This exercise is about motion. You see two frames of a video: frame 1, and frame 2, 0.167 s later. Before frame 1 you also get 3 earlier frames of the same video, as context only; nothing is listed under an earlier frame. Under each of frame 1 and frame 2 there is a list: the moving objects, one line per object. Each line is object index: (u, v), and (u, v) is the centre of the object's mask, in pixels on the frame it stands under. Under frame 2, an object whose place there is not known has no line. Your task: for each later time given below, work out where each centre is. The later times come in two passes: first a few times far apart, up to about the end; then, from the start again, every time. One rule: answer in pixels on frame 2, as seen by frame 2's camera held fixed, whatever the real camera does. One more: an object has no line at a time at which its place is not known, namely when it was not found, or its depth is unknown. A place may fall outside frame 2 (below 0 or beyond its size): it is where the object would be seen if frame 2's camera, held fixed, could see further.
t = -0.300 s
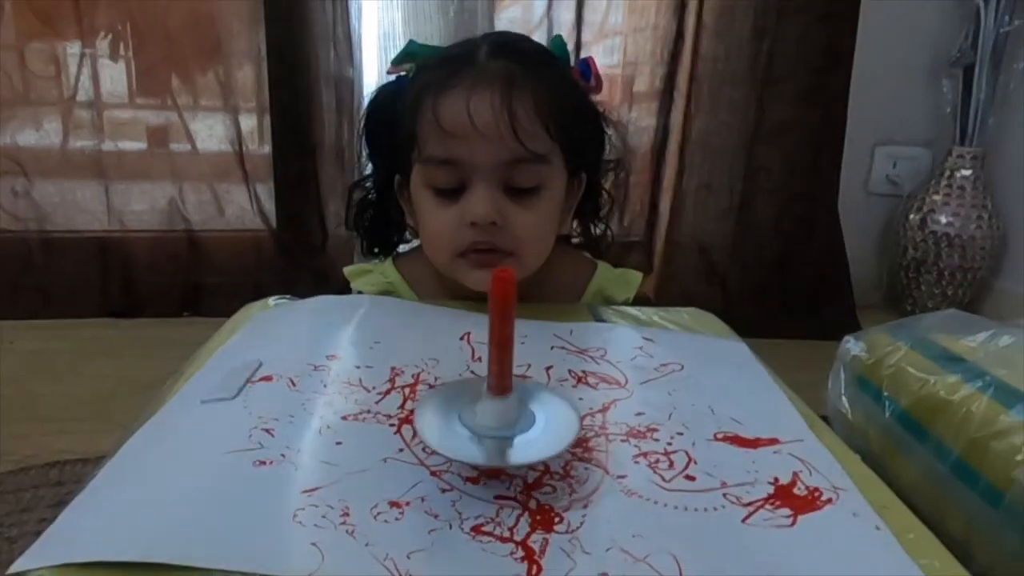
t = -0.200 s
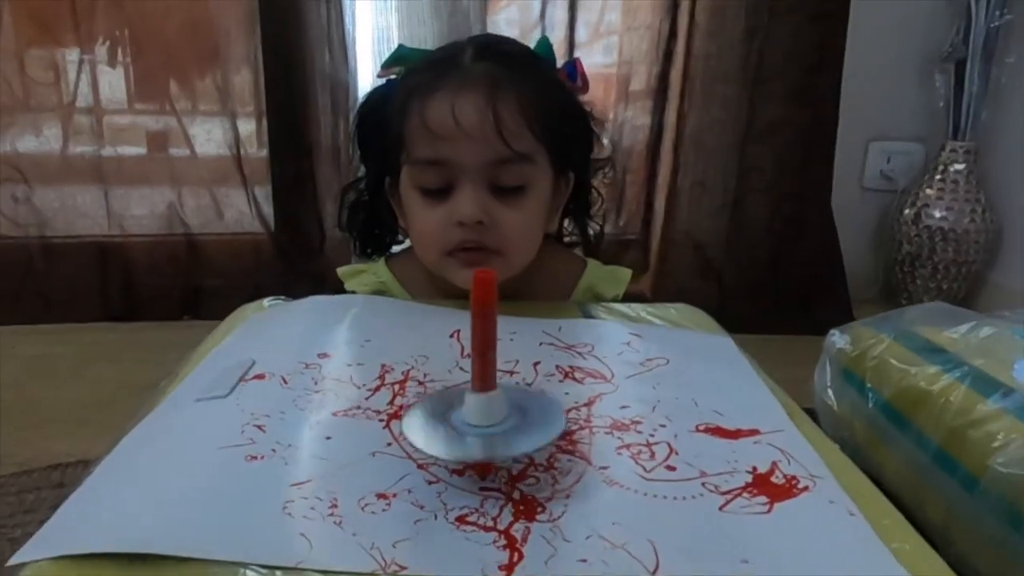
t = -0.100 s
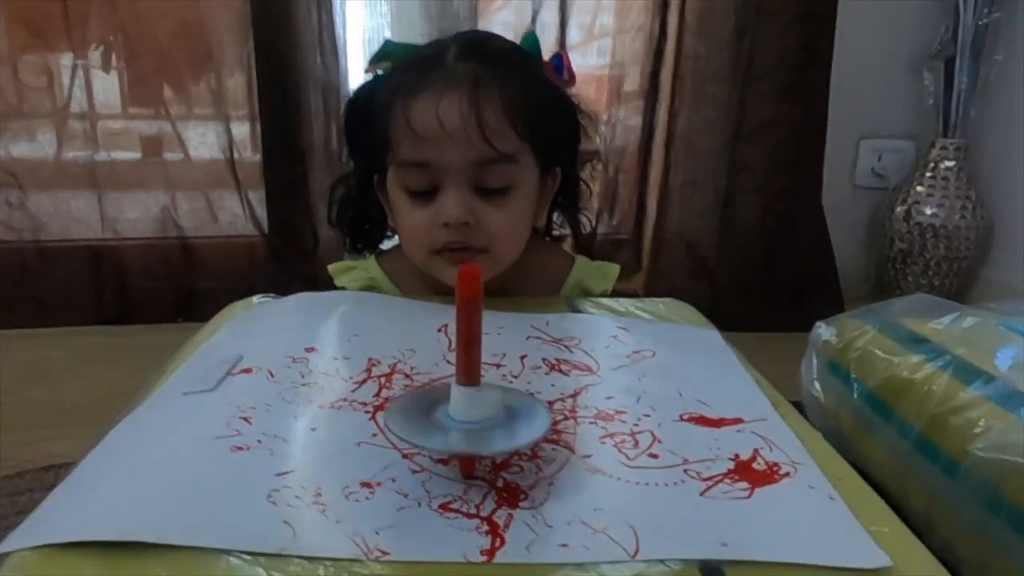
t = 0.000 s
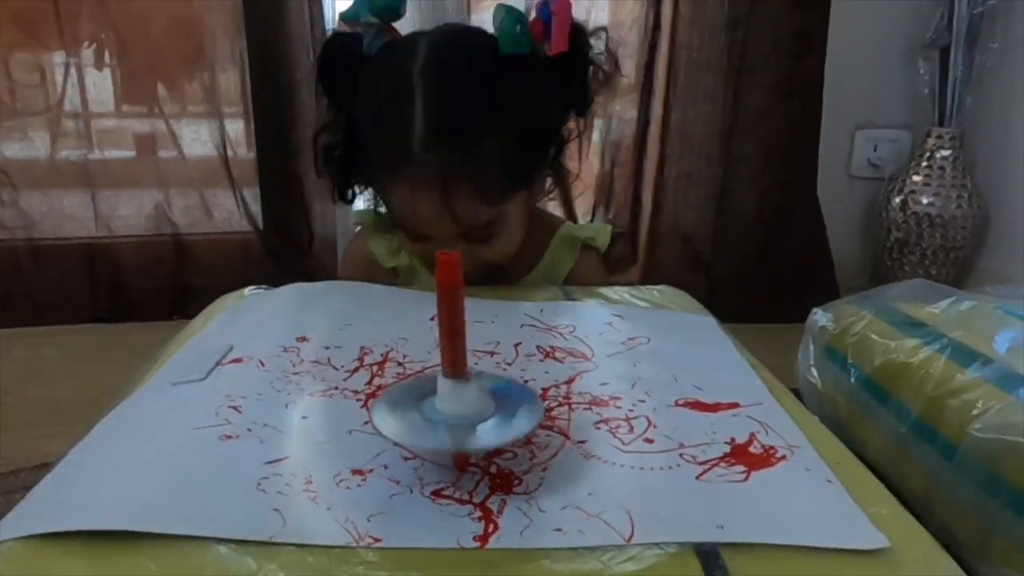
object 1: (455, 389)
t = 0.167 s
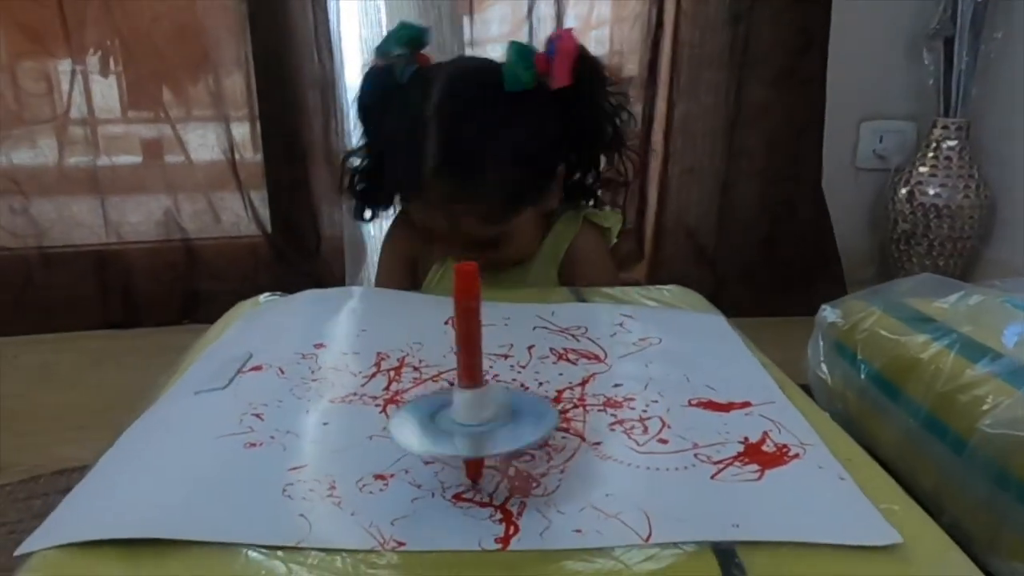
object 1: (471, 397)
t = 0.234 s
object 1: (475, 407)
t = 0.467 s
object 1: (479, 411)
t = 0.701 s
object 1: (491, 412)
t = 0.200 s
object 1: (475, 402)
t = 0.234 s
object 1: (475, 407)
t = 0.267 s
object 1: (473, 404)
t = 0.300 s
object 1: (475, 402)
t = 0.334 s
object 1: (477, 407)
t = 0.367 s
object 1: (476, 410)
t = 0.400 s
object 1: (475, 406)
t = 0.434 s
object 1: (478, 406)
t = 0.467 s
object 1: (479, 411)
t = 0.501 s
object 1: (478, 412)
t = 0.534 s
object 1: (478, 408)
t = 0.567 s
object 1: (483, 408)
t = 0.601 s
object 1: (484, 415)
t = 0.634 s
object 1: (484, 414)
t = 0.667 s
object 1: (487, 411)
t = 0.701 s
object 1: (491, 412)
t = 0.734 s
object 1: (490, 415)
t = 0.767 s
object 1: (490, 416)
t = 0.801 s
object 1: (491, 415)
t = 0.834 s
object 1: (494, 416)
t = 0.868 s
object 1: (494, 420)
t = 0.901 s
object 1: (491, 419)
